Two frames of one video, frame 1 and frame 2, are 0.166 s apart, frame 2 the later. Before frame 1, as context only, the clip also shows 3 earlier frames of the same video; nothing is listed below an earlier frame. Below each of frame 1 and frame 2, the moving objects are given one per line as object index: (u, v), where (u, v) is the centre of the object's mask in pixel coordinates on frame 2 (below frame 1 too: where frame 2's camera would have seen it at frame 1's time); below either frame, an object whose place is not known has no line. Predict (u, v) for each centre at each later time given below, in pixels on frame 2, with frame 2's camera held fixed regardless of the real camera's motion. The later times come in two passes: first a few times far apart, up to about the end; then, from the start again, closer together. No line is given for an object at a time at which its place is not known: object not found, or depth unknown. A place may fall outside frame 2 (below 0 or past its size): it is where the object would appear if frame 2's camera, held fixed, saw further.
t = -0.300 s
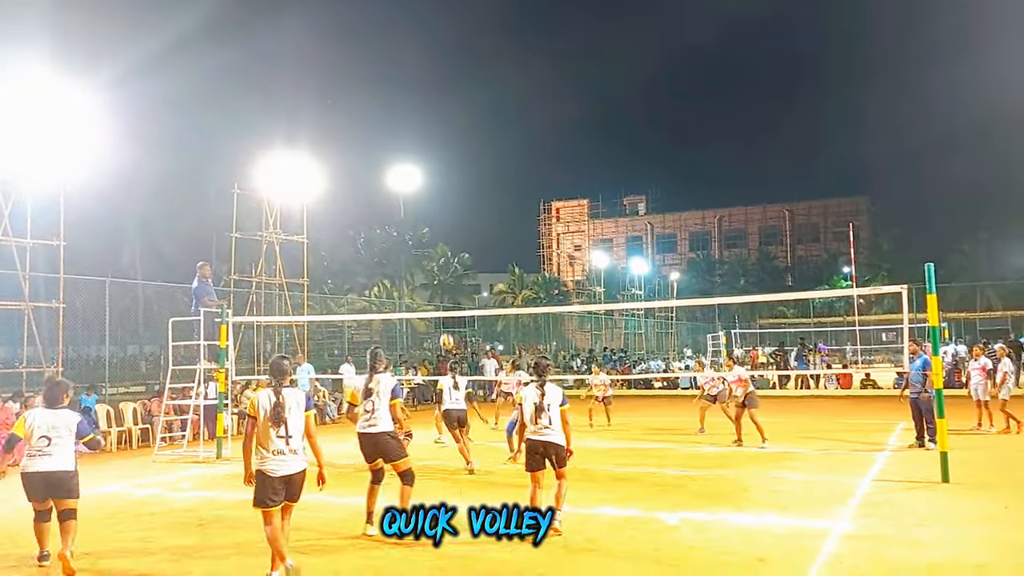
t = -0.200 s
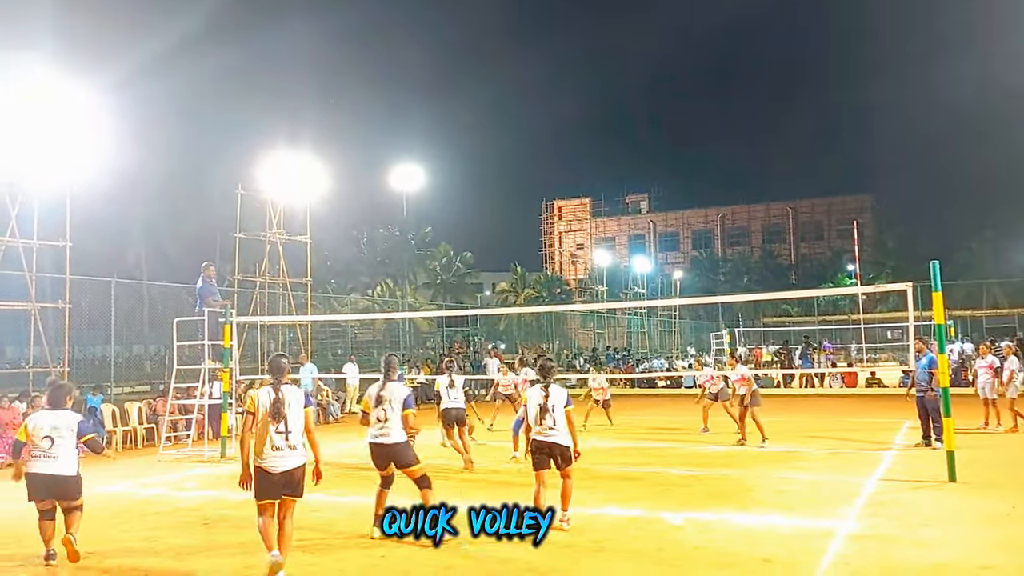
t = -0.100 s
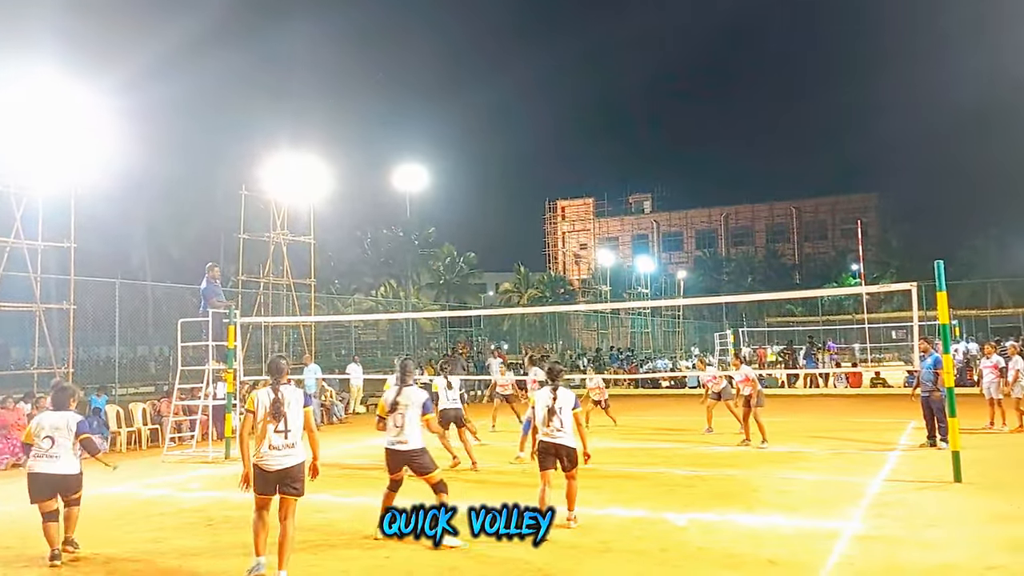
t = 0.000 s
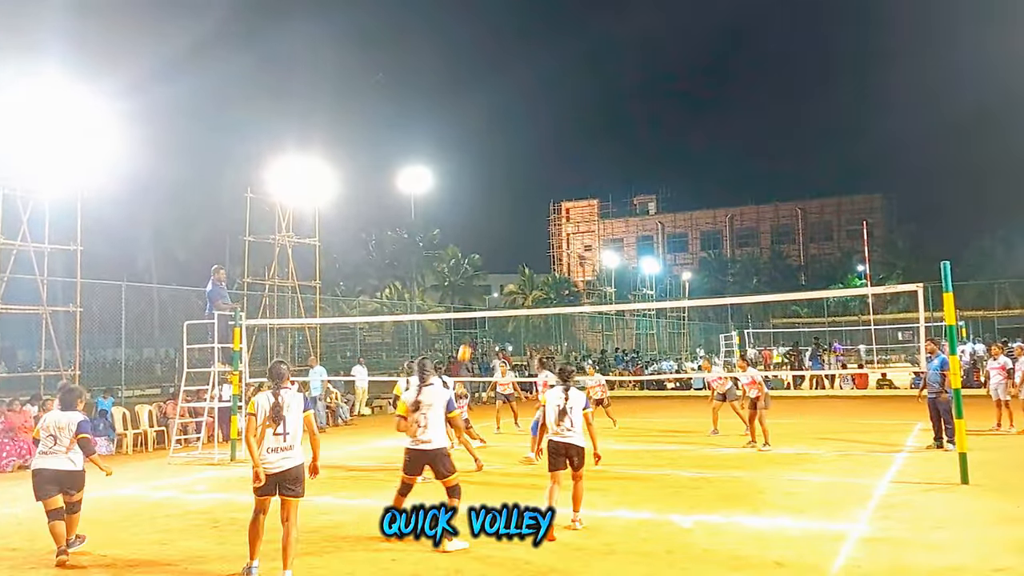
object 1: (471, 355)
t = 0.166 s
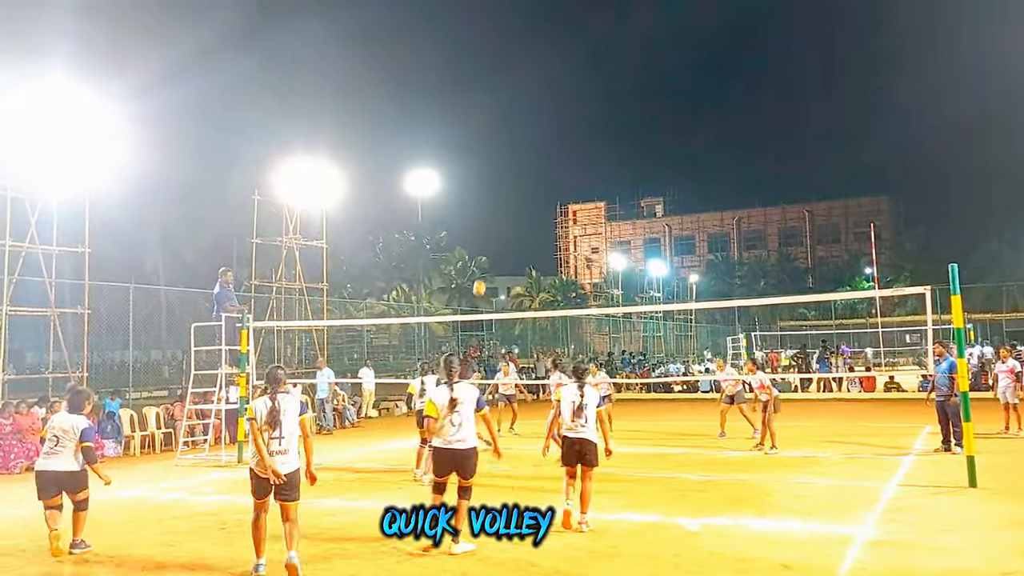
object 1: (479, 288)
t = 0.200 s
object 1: (481, 276)
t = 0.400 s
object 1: (492, 220)
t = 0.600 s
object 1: (502, 186)
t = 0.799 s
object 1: (511, 175)
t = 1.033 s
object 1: (524, 189)
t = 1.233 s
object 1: (534, 225)
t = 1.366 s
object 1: (542, 261)
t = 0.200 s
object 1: (481, 276)
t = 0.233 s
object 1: (483, 265)
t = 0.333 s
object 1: (488, 236)
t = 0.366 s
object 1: (490, 228)
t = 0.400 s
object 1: (492, 220)
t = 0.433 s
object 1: (494, 213)
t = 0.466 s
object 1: (496, 206)
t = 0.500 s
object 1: (498, 200)
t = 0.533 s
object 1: (499, 195)
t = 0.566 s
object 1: (501, 190)
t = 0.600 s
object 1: (502, 186)
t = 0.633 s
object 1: (504, 183)
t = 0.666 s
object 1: (506, 180)
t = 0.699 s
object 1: (507, 178)
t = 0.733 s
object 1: (508, 176)
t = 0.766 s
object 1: (510, 175)
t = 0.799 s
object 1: (511, 175)
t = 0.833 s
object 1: (513, 175)
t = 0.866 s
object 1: (515, 176)
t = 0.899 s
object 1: (517, 177)
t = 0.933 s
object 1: (518, 179)
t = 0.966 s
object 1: (520, 182)
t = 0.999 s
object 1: (522, 185)
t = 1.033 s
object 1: (524, 189)
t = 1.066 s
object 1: (525, 193)
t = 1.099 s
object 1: (527, 199)
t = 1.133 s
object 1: (529, 205)
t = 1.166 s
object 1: (530, 211)
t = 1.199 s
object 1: (532, 218)
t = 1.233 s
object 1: (534, 225)
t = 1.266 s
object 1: (536, 233)
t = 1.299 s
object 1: (538, 241)
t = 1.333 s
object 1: (540, 251)
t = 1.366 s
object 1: (542, 261)
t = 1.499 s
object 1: (550, 305)
